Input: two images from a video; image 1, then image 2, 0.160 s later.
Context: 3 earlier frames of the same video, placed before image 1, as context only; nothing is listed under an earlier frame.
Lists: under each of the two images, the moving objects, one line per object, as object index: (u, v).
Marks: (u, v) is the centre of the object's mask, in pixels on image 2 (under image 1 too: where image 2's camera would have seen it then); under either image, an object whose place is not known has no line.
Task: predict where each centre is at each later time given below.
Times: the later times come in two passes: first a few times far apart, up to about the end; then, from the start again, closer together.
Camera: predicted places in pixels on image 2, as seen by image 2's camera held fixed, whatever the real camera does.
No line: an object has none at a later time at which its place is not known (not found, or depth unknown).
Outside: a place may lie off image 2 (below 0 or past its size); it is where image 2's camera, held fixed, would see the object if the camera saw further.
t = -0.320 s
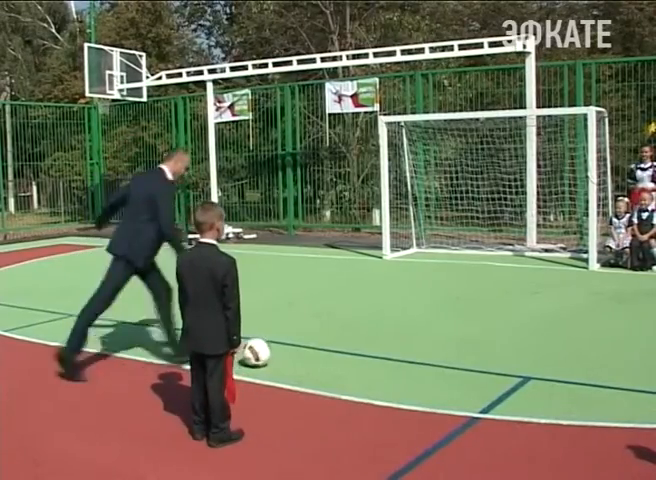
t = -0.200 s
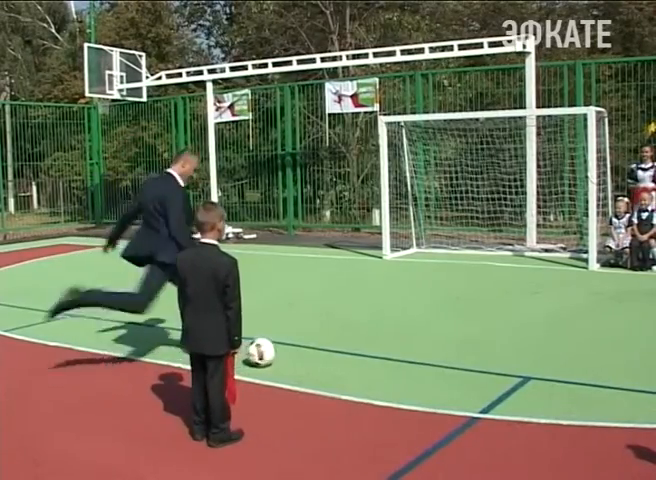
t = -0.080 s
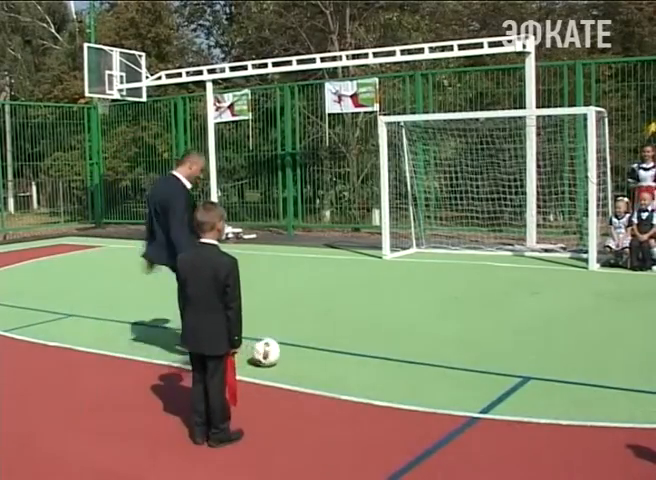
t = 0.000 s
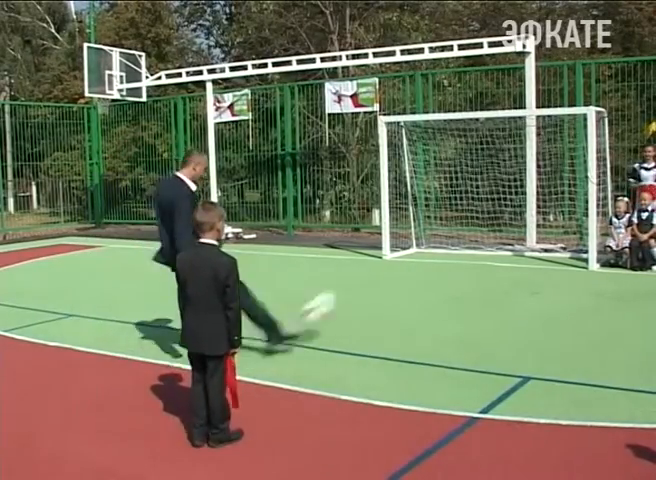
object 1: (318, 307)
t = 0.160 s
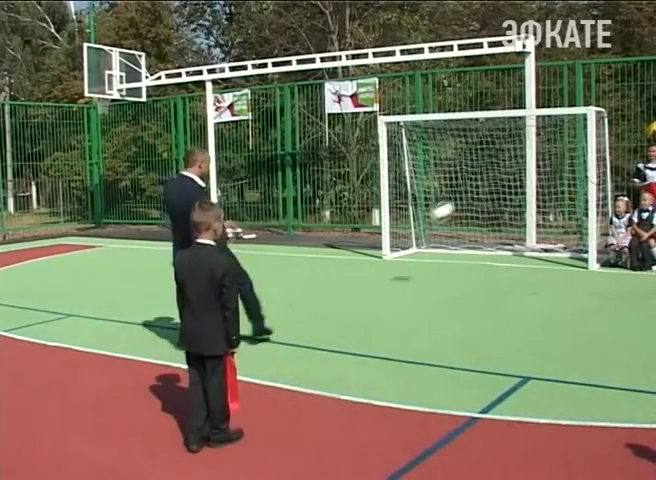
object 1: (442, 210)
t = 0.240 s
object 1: (479, 186)
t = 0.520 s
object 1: (511, 228)
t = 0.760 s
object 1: (496, 194)
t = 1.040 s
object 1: (477, 132)
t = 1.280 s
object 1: (461, 130)
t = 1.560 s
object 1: (441, 210)
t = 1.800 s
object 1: (421, 310)
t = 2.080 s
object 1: (389, 219)
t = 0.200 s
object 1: (462, 198)
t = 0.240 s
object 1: (479, 186)
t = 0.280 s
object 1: (494, 177)
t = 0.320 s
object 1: (508, 170)
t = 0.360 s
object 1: (517, 165)
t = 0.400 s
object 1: (520, 174)
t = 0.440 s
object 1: (517, 192)
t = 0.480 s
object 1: (515, 208)
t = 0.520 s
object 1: (511, 228)
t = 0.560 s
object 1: (508, 251)
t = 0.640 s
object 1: (503, 236)
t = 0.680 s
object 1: (500, 221)
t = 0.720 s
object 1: (498, 207)
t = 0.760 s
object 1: (496, 194)
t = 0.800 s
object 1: (493, 181)
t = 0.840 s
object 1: (490, 171)
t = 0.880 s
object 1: (488, 160)
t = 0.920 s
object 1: (485, 152)
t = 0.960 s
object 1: (483, 143)
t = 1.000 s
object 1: (480, 138)
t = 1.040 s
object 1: (477, 132)
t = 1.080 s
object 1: (475, 128)
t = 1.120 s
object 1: (472, 126)
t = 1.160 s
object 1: (469, 126)
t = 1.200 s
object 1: (467, 125)
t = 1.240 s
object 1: (464, 126)
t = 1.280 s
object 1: (461, 130)
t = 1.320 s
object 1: (458, 136)
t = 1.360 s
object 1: (455, 143)
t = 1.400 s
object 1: (452, 151)
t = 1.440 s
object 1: (449, 163)
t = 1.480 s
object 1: (447, 177)
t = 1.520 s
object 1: (444, 192)
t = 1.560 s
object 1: (441, 210)
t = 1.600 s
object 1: (438, 229)
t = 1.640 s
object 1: (435, 253)
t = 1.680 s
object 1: (431, 278)
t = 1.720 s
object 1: (428, 305)
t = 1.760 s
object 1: (424, 329)
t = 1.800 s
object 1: (421, 310)
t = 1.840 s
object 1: (416, 294)
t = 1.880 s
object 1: (412, 276)
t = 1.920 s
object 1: (408, 265)
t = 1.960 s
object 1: (403, 249)
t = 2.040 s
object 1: (395, 227)
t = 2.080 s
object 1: (389, 219)
